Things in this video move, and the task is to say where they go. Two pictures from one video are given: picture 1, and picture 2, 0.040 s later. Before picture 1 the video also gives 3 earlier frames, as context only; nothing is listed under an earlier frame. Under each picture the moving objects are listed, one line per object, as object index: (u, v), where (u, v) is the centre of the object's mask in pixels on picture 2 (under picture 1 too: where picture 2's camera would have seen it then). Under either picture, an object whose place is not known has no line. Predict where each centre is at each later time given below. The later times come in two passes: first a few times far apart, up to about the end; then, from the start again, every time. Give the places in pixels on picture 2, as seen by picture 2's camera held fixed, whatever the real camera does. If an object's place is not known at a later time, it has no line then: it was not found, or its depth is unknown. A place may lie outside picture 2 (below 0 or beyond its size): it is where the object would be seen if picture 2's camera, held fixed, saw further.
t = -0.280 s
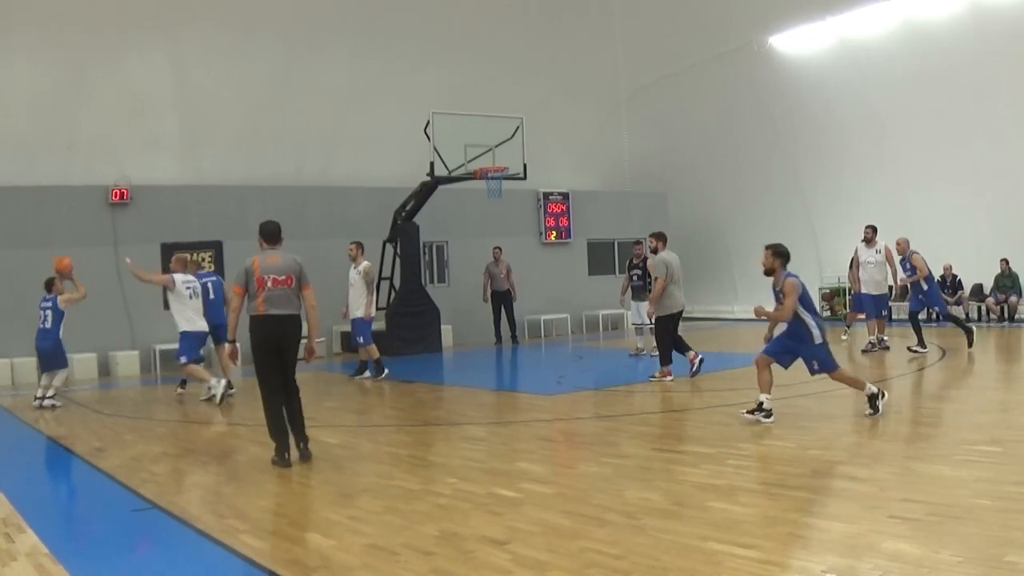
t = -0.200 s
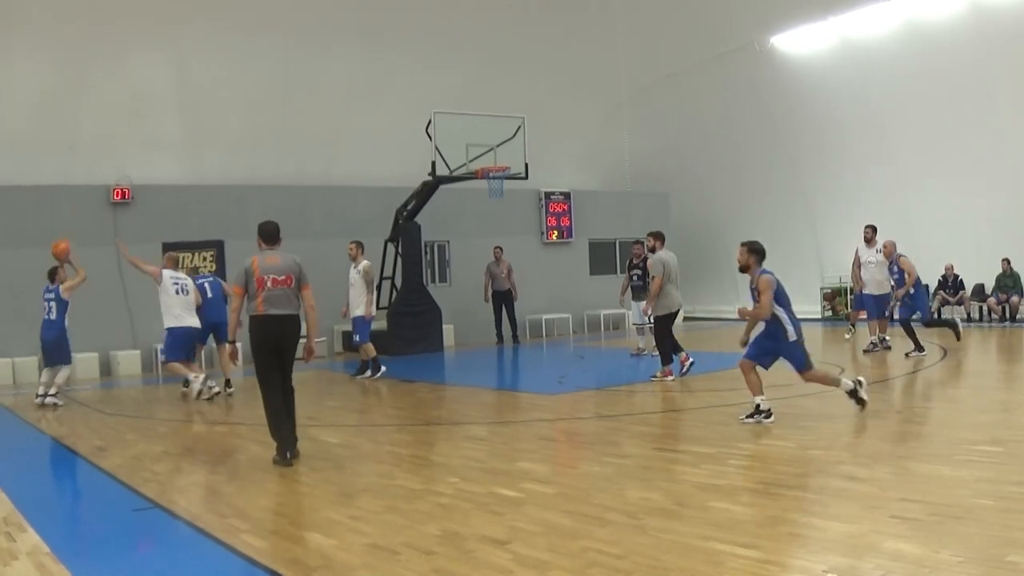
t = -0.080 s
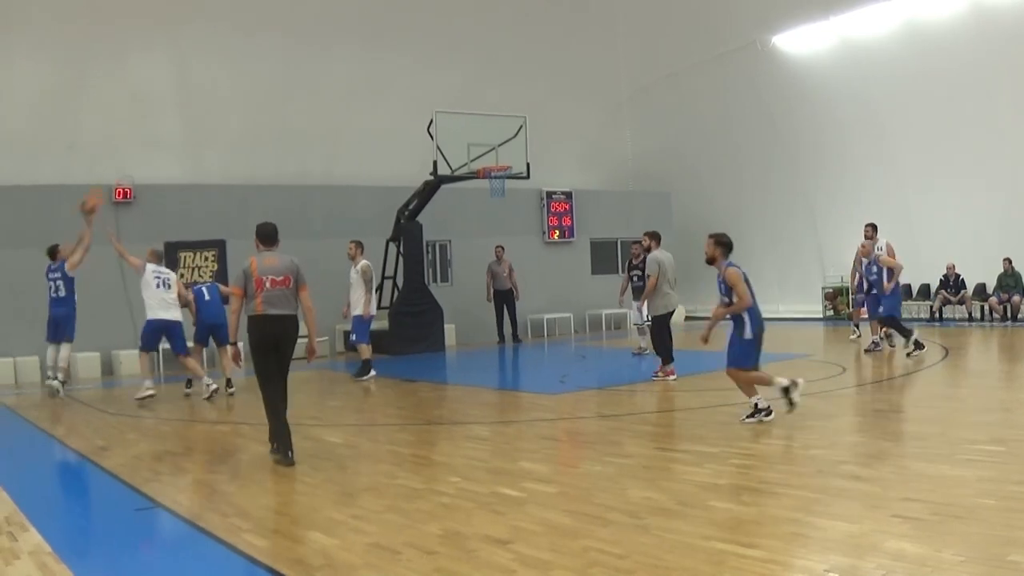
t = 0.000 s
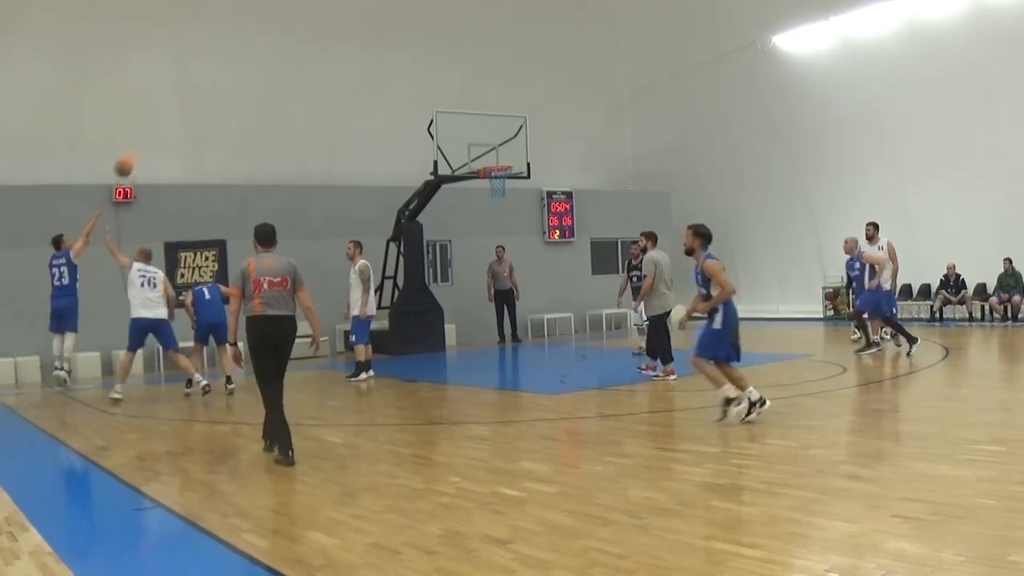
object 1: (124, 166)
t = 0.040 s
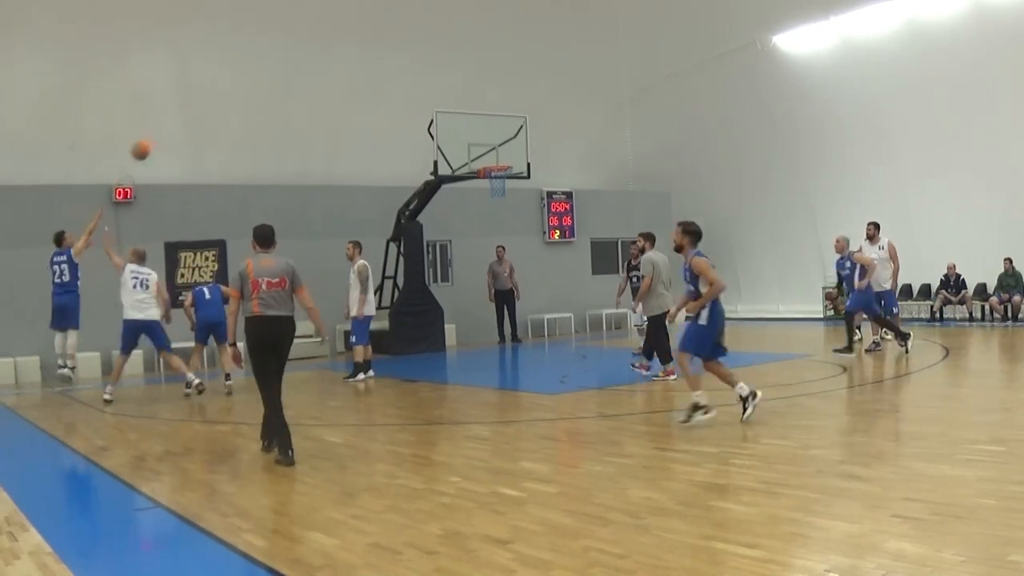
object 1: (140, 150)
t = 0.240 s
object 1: (223, 89)
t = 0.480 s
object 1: (314, 60)
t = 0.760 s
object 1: (408, 77)
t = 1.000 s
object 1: (482, 127)
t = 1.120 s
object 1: (516, 163)
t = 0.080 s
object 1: (157, 135)
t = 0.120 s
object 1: (174, 122)
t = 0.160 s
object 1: (191, 109)
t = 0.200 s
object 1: (207, 99)
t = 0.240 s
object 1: (223, 89)
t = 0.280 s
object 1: (238, 82)
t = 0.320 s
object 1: (254, 74)
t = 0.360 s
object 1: (270, 69)
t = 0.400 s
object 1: (284, 65)
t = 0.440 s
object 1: (299, 62)
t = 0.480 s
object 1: (314, 60)
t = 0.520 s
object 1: (328, 59)
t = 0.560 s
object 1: (342, 60)
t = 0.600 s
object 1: (355, 61)
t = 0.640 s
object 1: (369, 64)
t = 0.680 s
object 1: (382, 67)
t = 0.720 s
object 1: (396, 71)
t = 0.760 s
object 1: (408, 77)
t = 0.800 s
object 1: (421, 83)
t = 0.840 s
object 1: (433, 90)
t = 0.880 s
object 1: (446, 98)
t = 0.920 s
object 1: (458, 107)
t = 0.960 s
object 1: (470, 117)
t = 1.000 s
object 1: (482, 127)
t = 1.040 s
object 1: (493, 138)
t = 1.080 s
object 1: (505, 151)
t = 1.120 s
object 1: (516, 163)
